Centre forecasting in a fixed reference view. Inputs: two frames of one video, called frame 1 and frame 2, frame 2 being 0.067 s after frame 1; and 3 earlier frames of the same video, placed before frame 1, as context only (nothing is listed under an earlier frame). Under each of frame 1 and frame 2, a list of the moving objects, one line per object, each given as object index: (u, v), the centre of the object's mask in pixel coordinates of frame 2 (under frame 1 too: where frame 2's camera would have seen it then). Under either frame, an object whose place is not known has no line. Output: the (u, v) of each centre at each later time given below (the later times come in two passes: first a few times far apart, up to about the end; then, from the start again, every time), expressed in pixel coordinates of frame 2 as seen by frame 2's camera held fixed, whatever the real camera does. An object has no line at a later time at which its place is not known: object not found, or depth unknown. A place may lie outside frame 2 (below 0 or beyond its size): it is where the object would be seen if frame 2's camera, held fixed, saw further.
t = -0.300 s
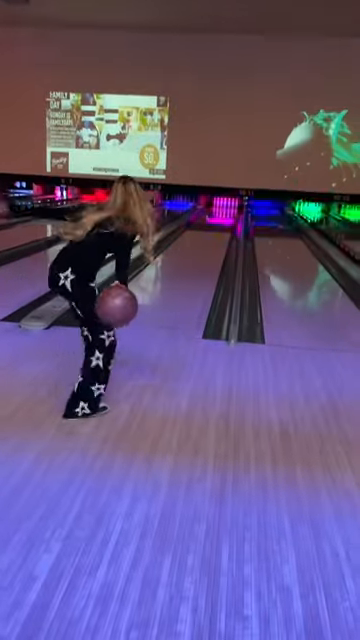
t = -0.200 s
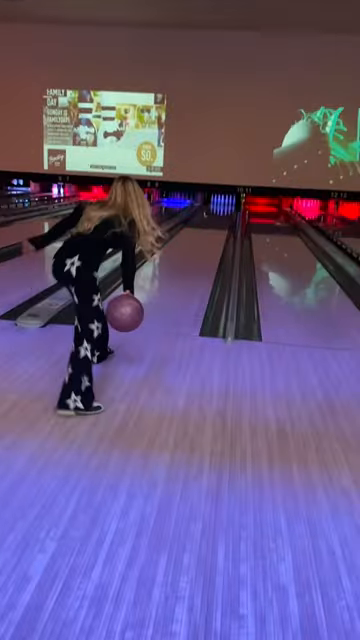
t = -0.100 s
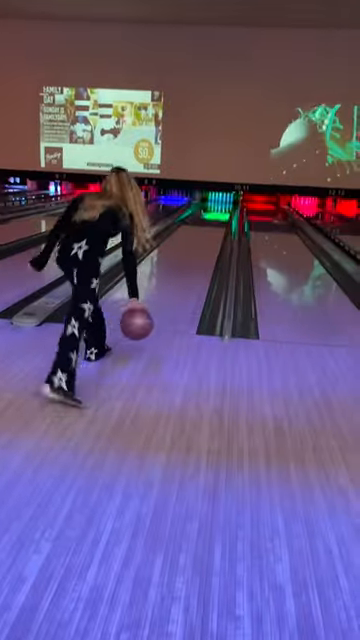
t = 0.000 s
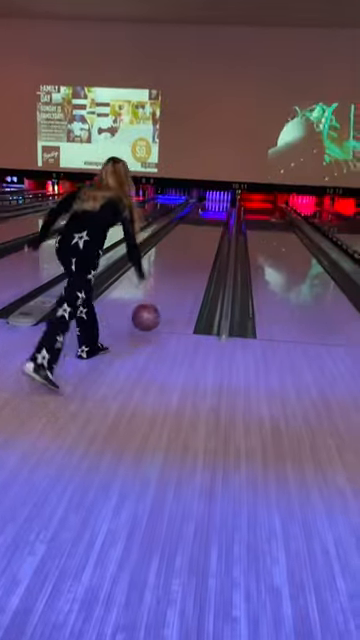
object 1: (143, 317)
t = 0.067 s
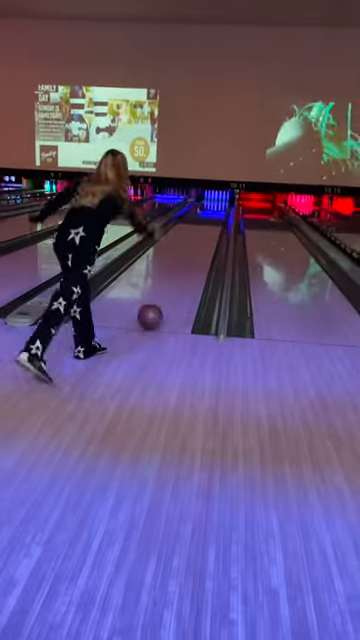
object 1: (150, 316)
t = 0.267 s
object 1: (165, 287)
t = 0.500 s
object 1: (176, 265)
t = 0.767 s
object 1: (185, 248)
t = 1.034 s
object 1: (191, 235)
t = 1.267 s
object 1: (195, 228)
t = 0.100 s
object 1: (153, 310)
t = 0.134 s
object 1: (156, 302)
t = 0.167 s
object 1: (158, 296)
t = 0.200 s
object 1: (160, 292)
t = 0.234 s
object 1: (163, 289)
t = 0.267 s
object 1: (165, 287)
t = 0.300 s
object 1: (167, 283)
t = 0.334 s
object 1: (168, 279)
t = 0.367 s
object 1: (170, 276)
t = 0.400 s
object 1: (172, 273)
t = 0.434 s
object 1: (173, 270)
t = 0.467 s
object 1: (175, 267)
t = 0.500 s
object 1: (176, 265)
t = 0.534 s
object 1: (177, 263)
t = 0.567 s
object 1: (179, 260)
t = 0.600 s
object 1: (180, 258)
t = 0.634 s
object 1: (181, 255)
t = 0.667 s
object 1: (182, 253)
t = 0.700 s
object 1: (183, 251)
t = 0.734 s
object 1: (184, 250)
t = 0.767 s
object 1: (185, 248)
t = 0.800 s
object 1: (186, 246)
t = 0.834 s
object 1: (187, 243)
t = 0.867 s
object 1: (188, 241)
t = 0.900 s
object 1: (189, 240)
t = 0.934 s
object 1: (189, 238)
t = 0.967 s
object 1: (189, 238)
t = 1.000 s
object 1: (191, 236)
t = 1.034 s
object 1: (191, 235)
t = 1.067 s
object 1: (192, 234)
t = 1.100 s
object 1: (193, 232)
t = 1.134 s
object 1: (193, 231)
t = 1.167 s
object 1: (194, 230)
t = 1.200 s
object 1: (194, 229)
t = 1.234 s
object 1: (195, 229)
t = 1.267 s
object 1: (195, 228)
